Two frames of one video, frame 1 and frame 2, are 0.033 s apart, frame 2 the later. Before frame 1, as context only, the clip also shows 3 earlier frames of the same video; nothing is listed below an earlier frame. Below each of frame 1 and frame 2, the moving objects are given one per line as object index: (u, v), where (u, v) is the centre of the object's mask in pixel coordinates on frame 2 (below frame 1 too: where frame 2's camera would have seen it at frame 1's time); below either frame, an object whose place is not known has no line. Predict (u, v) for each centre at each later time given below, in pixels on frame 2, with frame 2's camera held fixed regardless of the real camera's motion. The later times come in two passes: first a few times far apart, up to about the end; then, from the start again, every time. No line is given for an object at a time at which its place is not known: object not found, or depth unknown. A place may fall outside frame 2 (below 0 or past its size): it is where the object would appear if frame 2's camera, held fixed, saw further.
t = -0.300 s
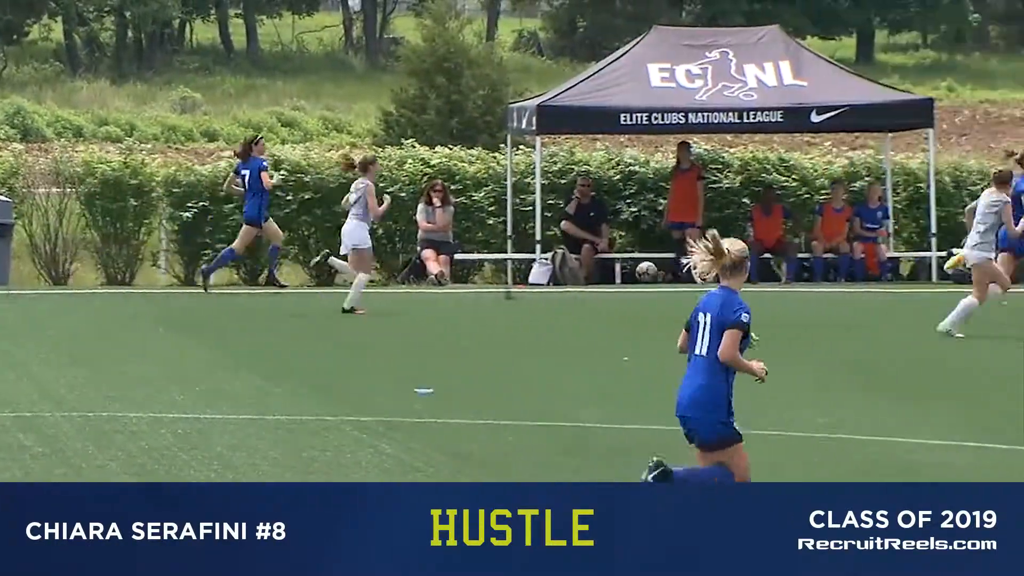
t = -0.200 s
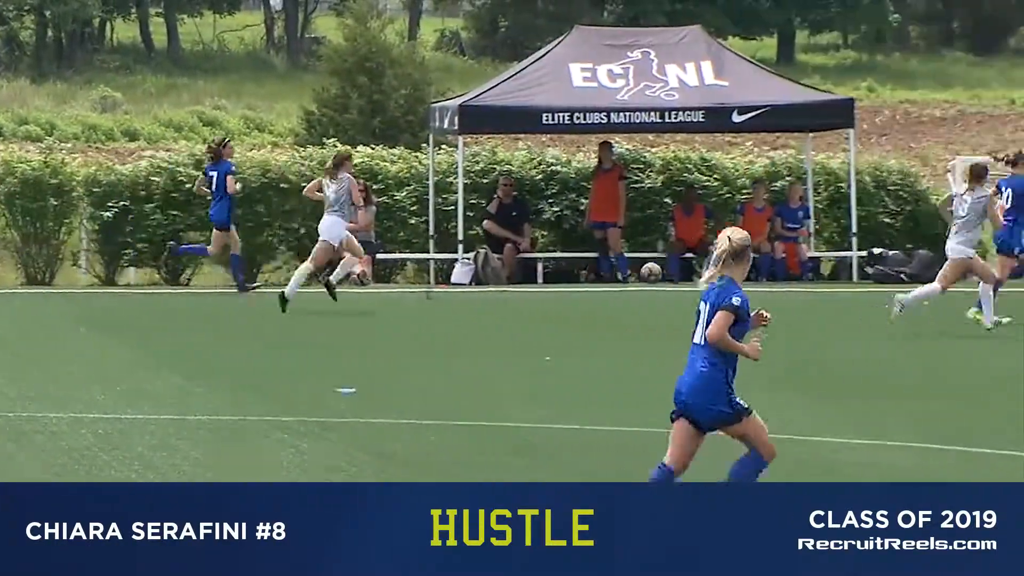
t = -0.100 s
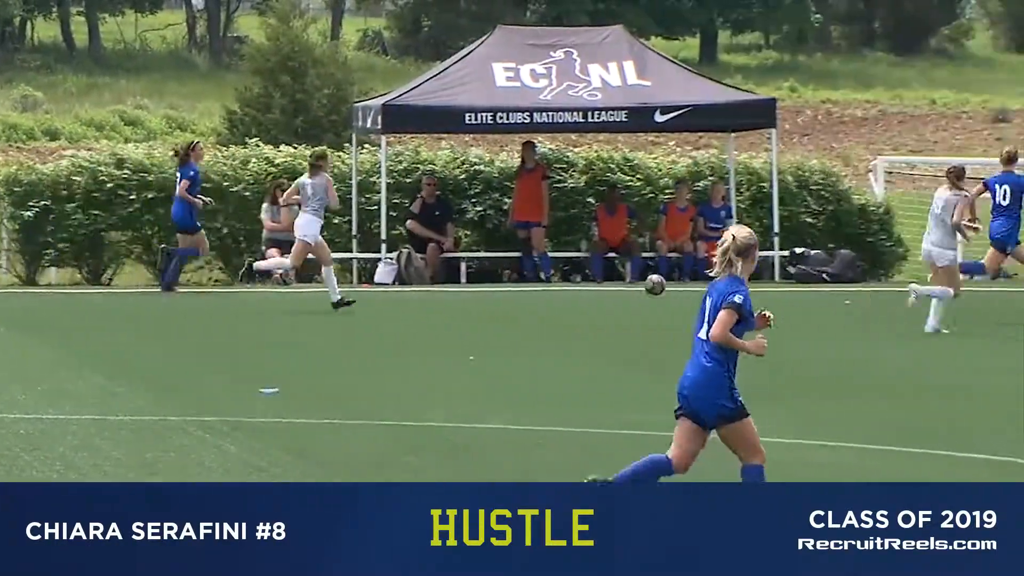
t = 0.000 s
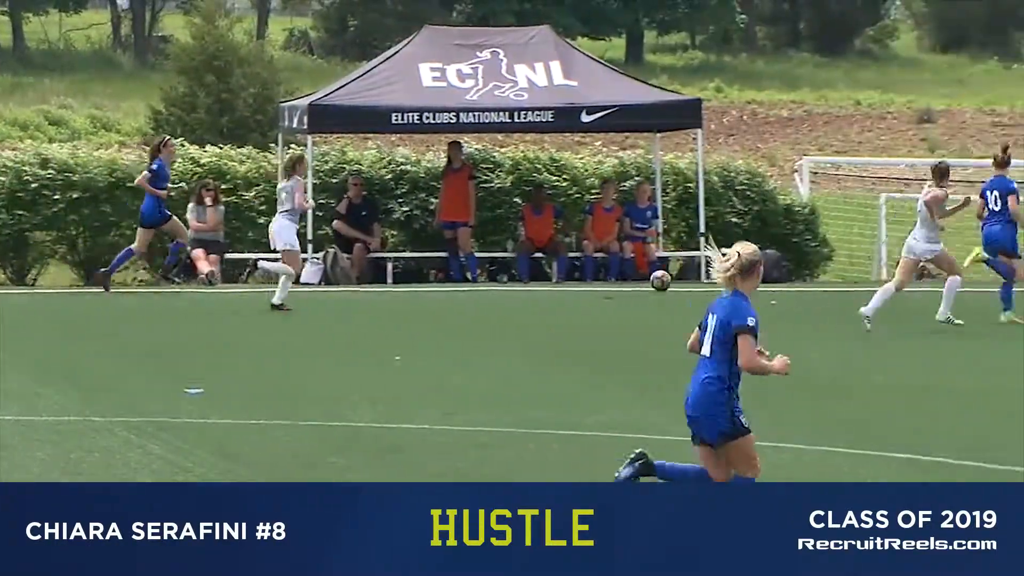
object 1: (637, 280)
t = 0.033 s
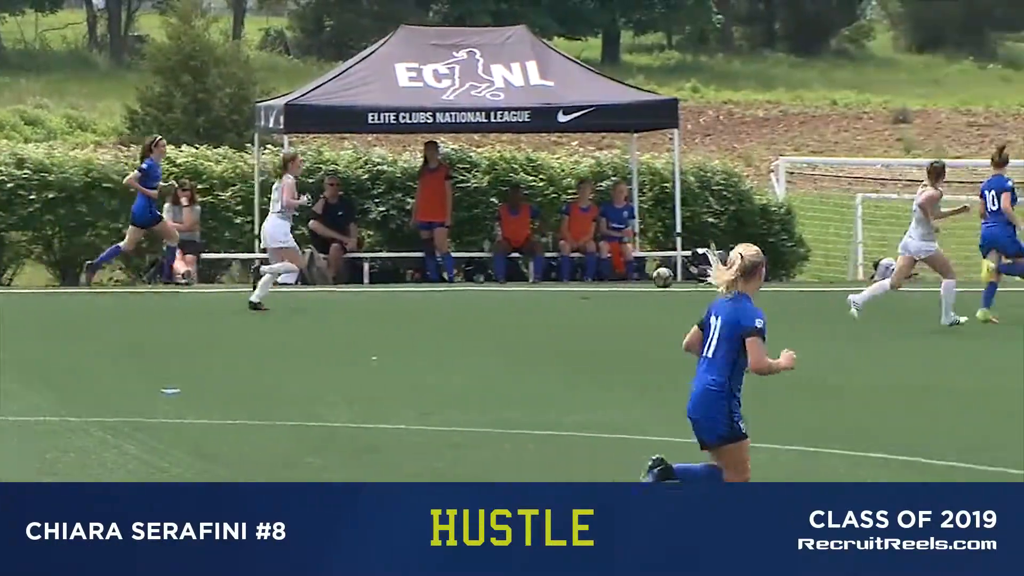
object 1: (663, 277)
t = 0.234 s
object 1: (819, 285)
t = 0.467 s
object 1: (999, 287)
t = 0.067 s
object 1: (690, 275)
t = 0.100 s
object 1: (715, 275)
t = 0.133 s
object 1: (740, 276)
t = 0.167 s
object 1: (767, 277)
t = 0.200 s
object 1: (793, 281)
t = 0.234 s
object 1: (819, 285)
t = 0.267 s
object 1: (845, 291)
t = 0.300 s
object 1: (871, 290)
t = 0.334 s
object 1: (896, 287)
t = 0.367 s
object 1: (922, 285)
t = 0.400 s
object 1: (947, 284)
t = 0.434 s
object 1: (974, 285)
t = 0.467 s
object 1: (999, 287)
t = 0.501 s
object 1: (1025, 291)
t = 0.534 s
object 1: (1051, 293)
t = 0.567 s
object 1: (1077, 291)
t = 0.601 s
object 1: (1104, 289)
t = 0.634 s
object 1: (1129, 289)
